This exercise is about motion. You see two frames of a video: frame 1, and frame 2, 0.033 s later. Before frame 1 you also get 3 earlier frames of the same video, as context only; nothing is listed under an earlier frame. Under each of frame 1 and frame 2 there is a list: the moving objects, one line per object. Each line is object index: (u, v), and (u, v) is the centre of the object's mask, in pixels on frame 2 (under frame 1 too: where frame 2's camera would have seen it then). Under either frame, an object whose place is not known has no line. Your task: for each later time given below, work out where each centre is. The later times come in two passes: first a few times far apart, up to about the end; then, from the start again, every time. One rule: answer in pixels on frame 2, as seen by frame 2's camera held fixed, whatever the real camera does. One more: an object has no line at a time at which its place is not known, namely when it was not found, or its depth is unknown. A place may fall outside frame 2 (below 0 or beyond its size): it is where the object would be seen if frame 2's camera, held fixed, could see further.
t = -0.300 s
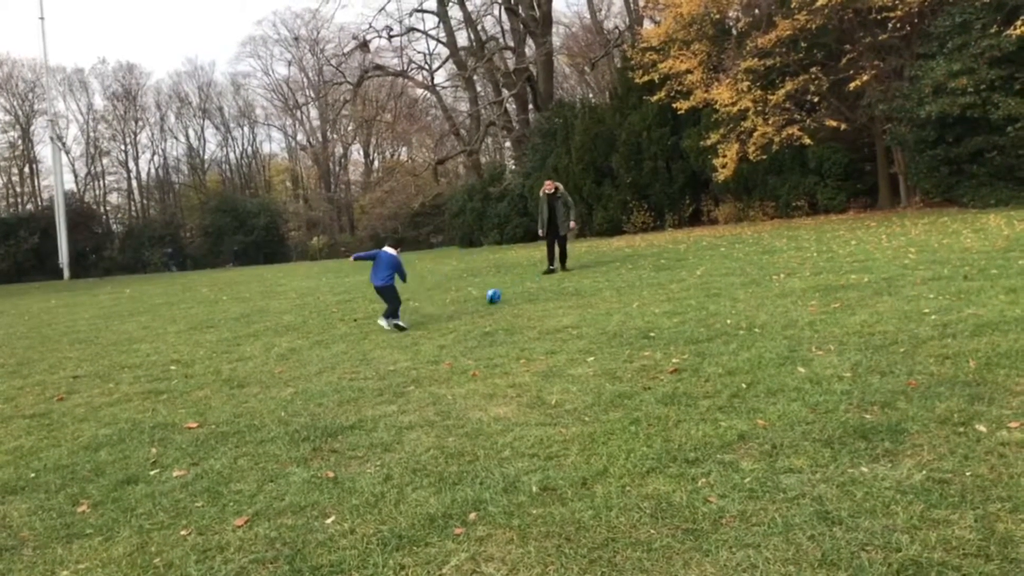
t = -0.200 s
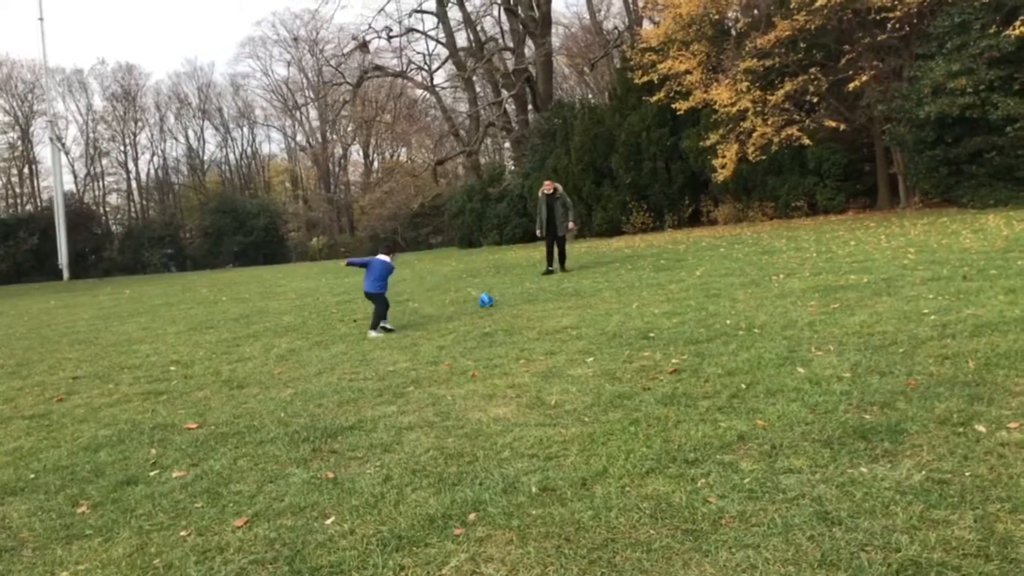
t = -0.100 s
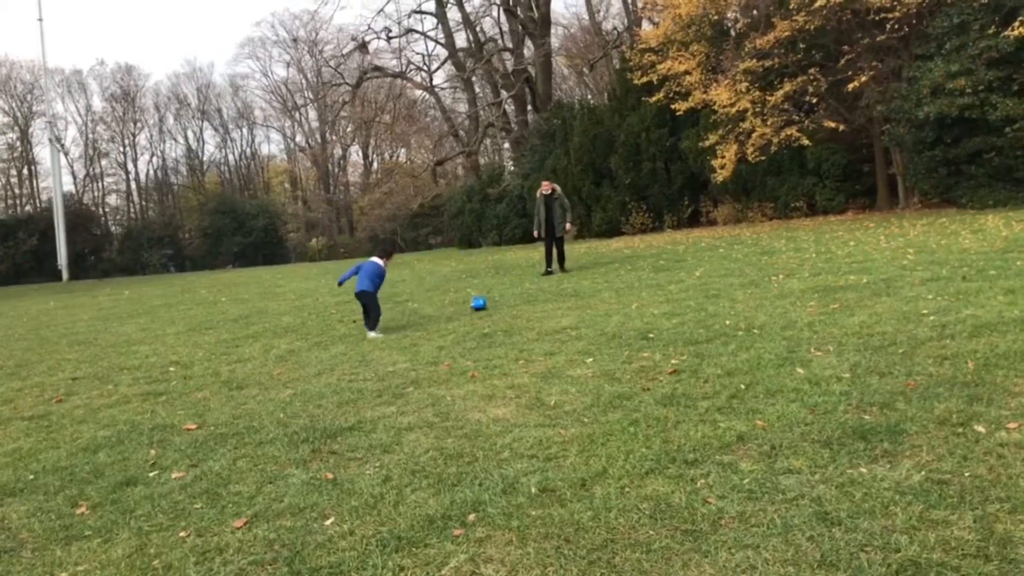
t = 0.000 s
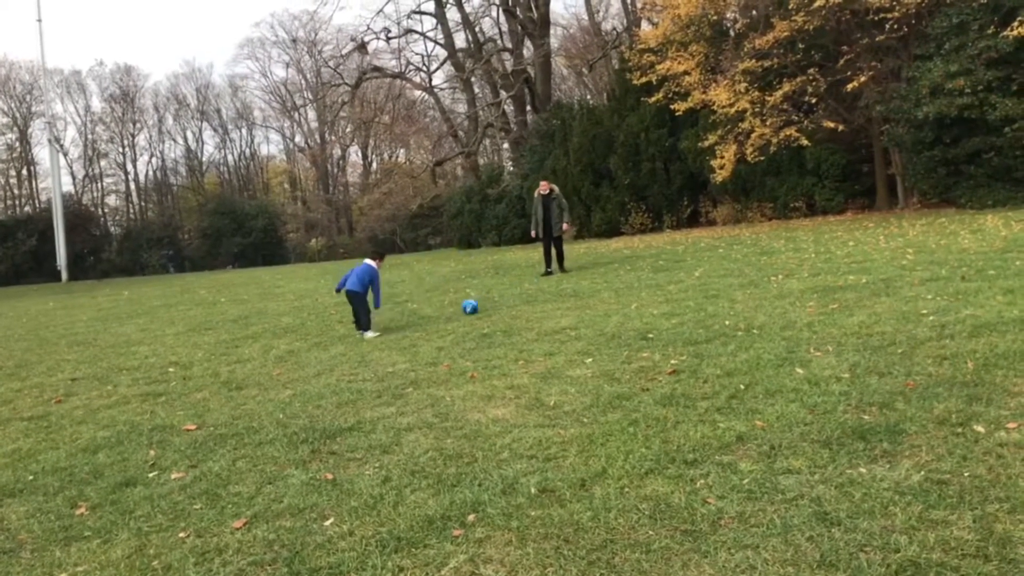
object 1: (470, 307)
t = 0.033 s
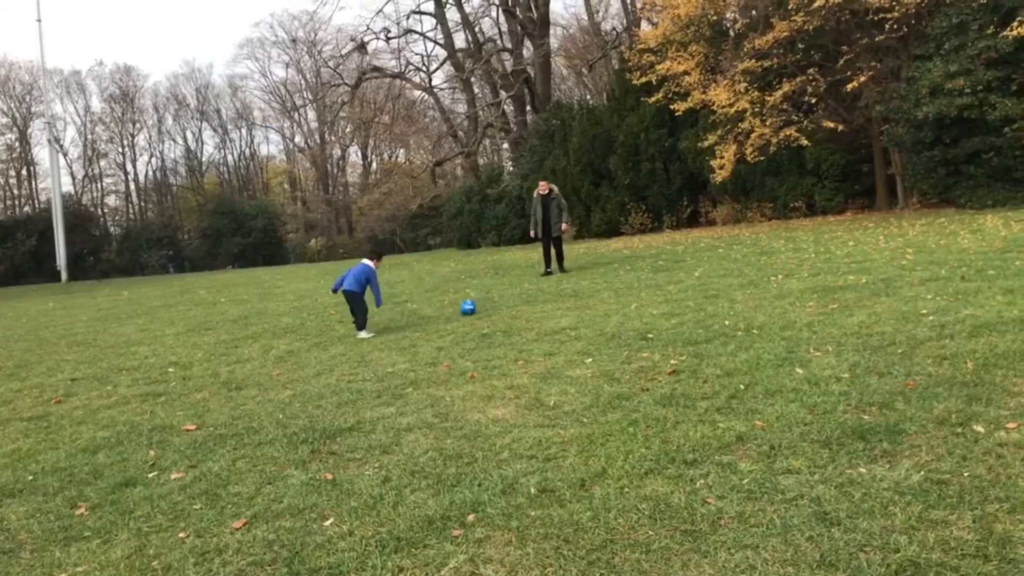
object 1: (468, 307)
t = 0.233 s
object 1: (452, 314)
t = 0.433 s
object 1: (435, 319)
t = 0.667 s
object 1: (413, 328)
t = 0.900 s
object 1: (390, 336)
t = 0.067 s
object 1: (465, 309)
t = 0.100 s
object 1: (462, 309)
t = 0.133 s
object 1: (460, 309)
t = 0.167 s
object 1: (457, 311)
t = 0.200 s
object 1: (454, 313)
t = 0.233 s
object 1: (452, 314)
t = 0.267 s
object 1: (449, 315)
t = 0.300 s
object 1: (446, 316)
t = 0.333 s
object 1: (443, 316)
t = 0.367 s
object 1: (440, 317)
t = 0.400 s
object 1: (437, 318)
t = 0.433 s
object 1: (435, 319)
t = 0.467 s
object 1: (432, 320)
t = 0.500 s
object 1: (429, 321)
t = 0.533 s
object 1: (426, 323)
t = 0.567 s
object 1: (422, 325)
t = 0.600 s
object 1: (420, 326)
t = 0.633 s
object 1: (416, 326)
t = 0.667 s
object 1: (413, 328)
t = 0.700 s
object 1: (411, 329)
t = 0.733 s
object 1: (407, 331)
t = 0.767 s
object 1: (404, 332)
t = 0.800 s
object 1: (401, 333)
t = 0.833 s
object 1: (397, 335)
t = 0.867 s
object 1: (394, 336)
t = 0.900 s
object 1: (390, 336)
